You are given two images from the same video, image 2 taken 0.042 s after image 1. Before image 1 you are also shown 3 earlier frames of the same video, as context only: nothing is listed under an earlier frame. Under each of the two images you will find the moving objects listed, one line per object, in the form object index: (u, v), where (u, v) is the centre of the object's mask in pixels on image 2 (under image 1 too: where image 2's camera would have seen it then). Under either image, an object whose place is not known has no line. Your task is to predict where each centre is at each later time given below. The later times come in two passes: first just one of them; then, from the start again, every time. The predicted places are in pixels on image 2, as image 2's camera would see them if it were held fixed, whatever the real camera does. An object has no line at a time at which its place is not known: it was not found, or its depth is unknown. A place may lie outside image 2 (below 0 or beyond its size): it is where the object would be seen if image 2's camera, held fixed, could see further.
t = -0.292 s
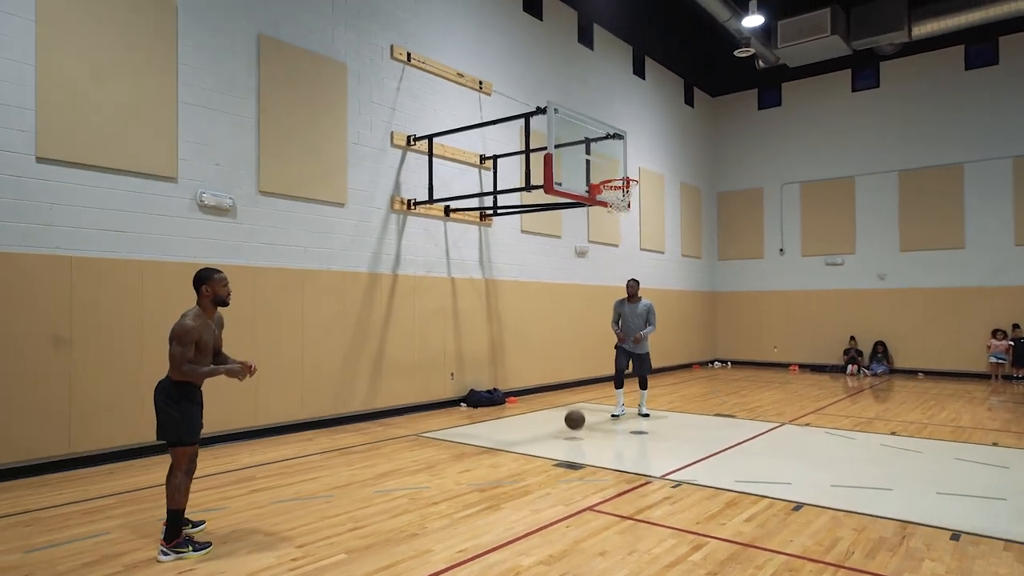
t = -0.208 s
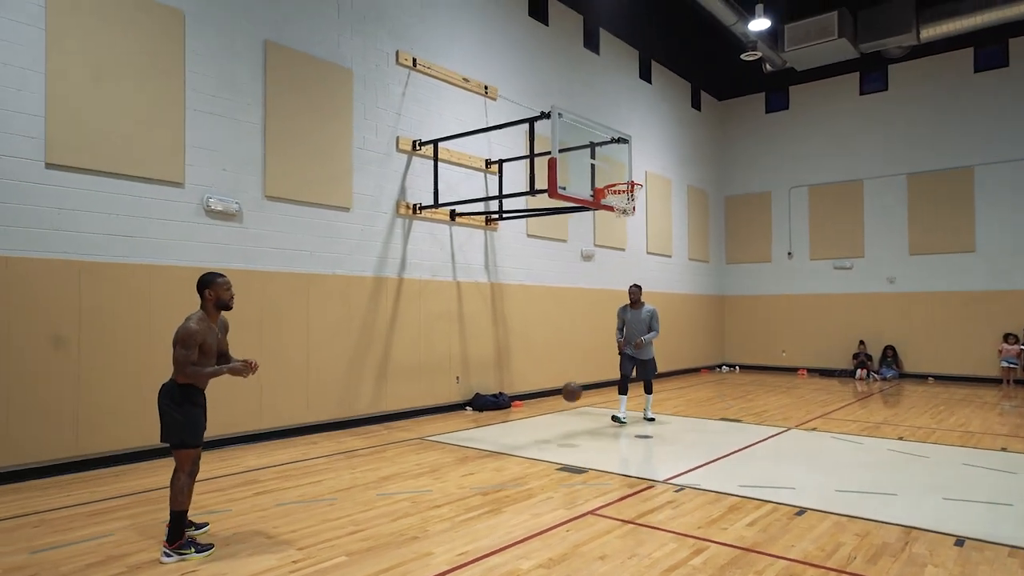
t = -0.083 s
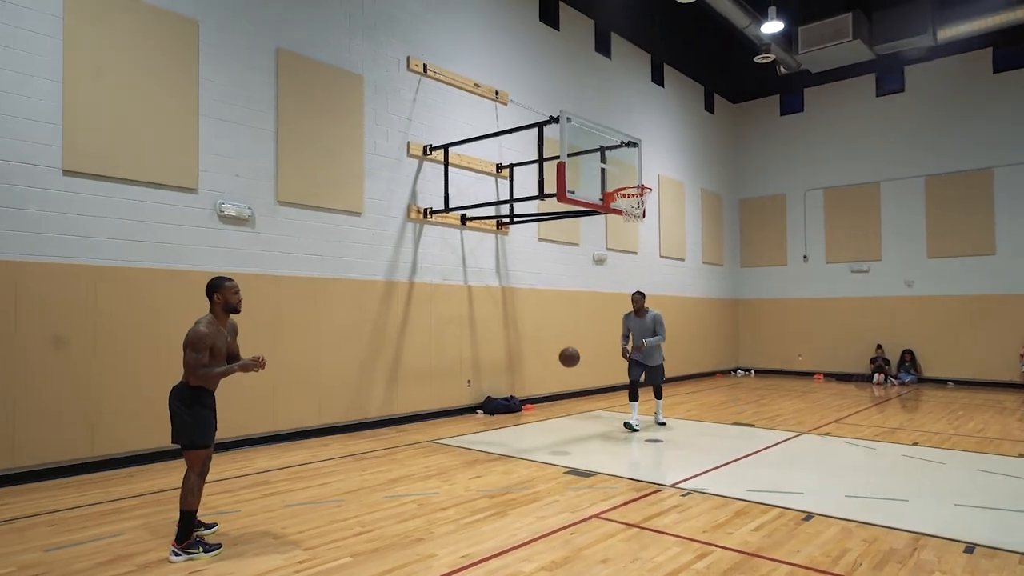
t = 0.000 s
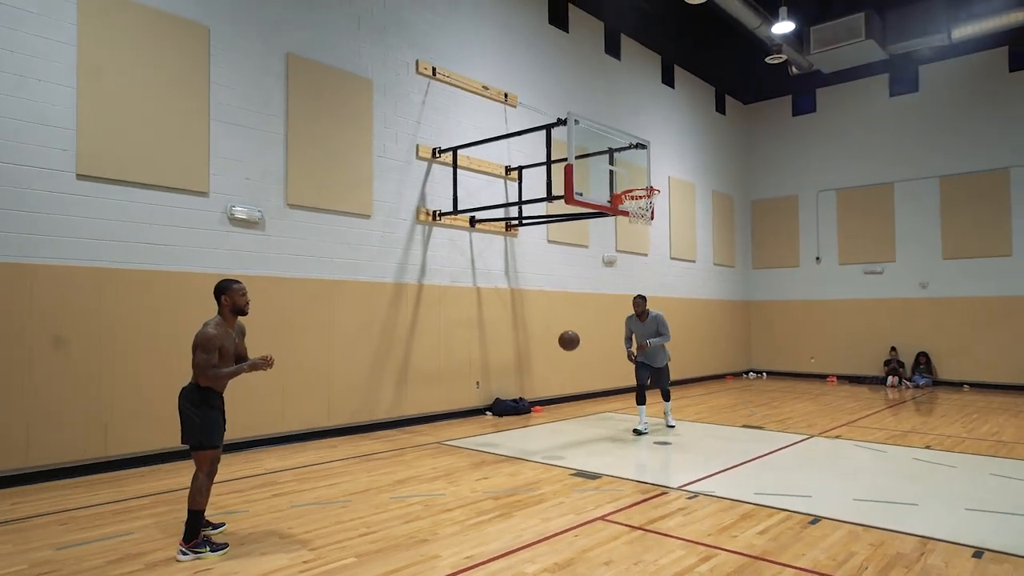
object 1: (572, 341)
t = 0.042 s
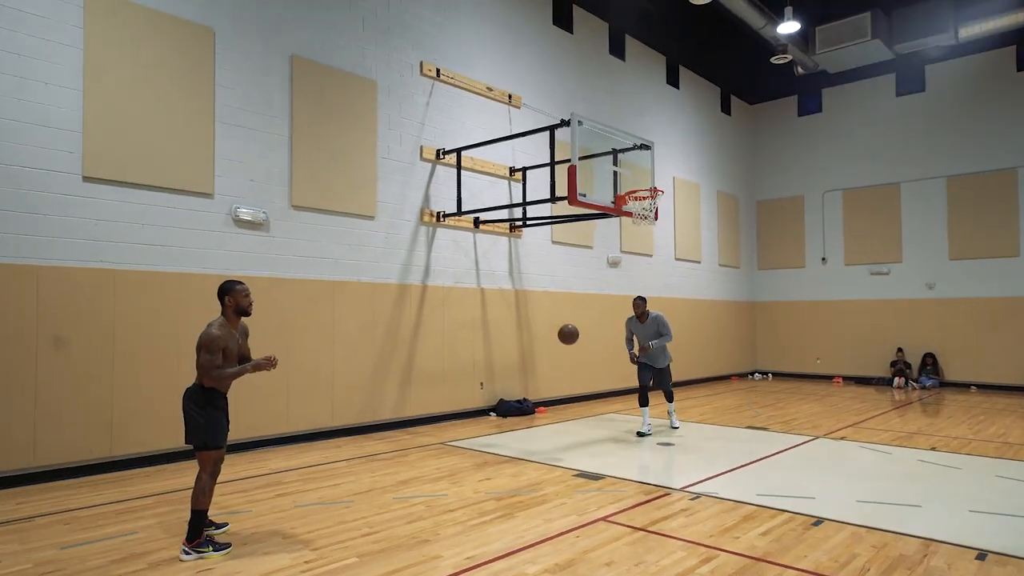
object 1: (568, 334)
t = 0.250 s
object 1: (545, 320)
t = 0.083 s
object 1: (563, 328)
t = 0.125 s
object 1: (559, 324)
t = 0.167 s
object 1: (554, 321)
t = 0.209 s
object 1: (550, 320)
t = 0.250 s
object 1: (545, 320)
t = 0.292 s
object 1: (540, 322)
